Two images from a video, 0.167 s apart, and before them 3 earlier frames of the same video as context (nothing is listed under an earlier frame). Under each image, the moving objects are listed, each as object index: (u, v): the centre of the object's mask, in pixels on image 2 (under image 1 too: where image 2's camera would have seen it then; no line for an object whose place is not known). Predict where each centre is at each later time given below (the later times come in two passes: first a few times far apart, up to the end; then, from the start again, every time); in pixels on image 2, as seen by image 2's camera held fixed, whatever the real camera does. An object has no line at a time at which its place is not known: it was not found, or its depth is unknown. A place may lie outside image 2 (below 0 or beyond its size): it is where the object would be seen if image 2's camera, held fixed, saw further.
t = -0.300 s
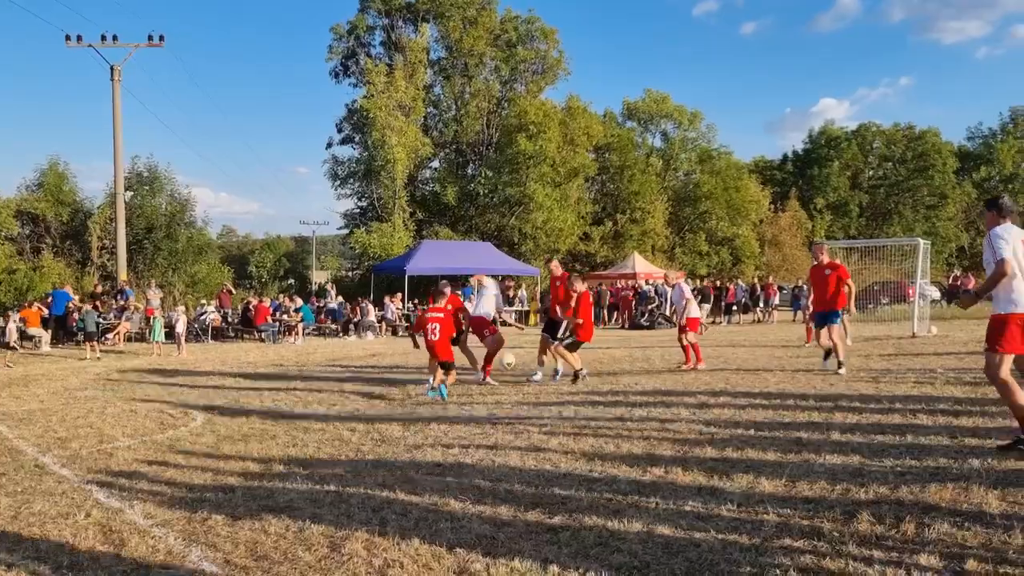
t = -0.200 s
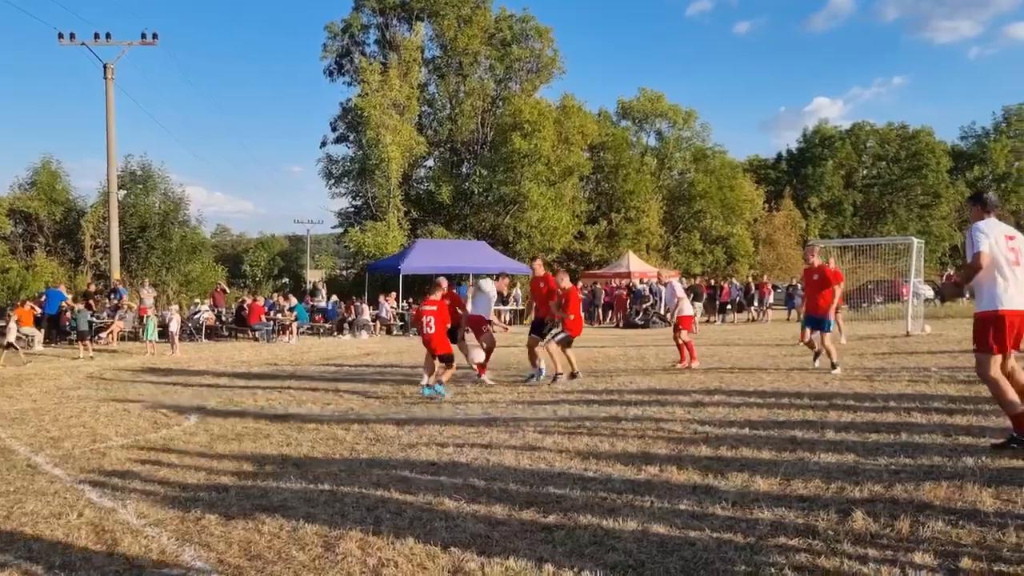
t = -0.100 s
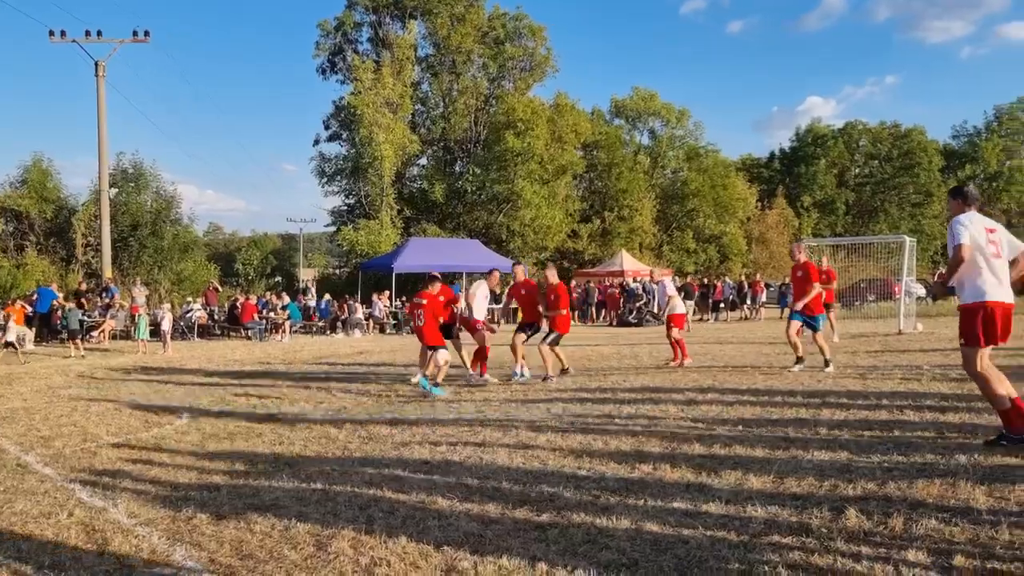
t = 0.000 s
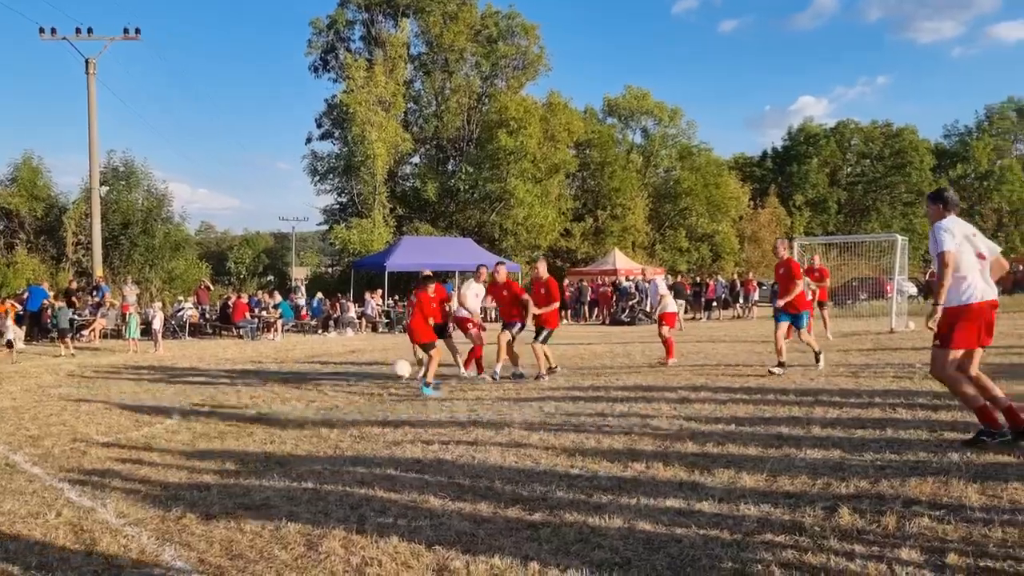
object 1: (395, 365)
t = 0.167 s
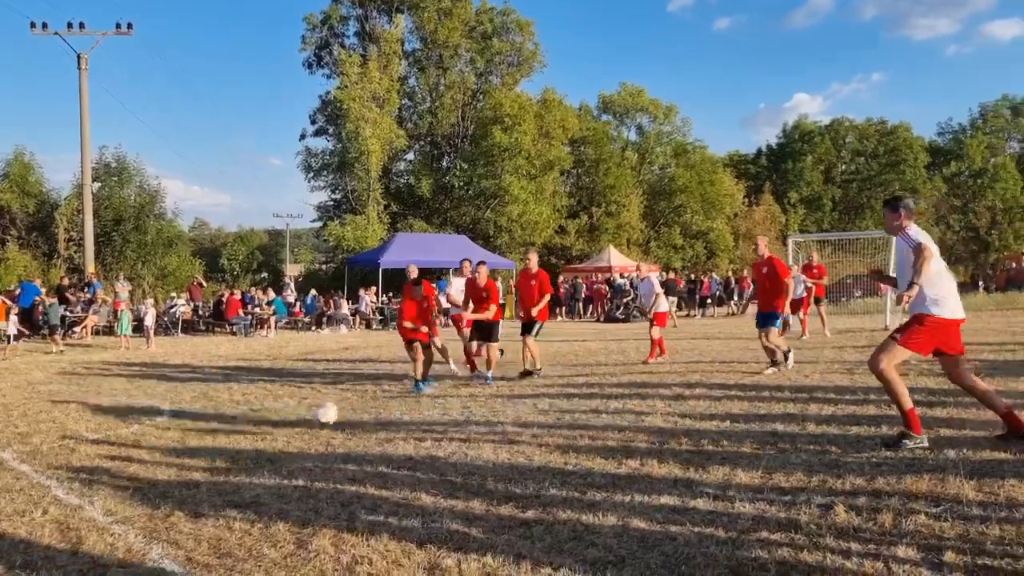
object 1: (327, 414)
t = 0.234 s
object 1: (294, 438)
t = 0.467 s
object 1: (190, 457)
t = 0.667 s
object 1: (95, 477)
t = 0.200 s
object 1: (309, 428)
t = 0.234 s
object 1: (294, 438)
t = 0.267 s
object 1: (281, 437)
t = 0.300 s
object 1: (269, 437)
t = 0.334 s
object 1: (254, 436)
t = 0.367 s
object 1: (240, 440)
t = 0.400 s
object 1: (223, 445)
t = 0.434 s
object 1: (207, 450)
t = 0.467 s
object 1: (190, 457)
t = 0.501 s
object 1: (173, 465)
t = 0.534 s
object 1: (154, 480)
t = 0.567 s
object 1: (133, 492)
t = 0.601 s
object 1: (121, 487)
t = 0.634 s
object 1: (107, 482)
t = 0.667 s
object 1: (95, 477)
